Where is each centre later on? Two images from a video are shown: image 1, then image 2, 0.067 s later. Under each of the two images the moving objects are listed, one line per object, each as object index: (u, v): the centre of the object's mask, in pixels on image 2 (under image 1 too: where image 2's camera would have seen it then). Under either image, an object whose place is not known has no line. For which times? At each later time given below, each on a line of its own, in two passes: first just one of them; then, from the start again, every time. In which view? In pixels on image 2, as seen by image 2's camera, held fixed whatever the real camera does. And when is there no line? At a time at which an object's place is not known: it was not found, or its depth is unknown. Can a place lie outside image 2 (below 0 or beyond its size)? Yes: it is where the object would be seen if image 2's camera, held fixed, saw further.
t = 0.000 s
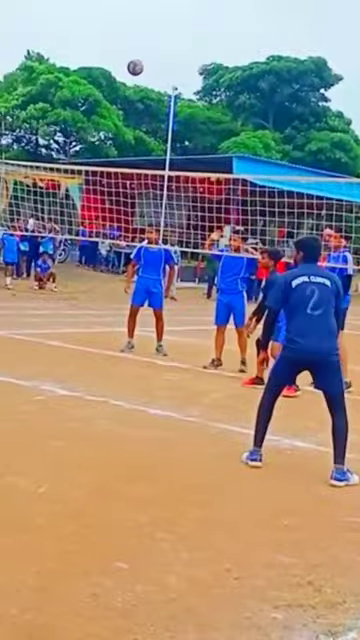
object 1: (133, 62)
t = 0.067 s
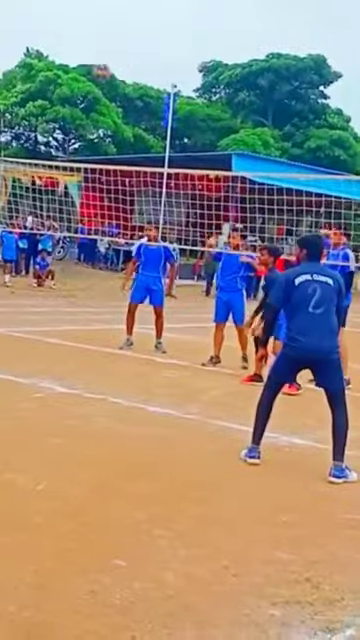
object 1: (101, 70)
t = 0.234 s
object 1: (4, 110)
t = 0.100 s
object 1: (83, 74)
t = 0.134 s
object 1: (64, 81)
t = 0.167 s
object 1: (45, 90)
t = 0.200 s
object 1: (25, 100)
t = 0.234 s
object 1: (4, 110)
